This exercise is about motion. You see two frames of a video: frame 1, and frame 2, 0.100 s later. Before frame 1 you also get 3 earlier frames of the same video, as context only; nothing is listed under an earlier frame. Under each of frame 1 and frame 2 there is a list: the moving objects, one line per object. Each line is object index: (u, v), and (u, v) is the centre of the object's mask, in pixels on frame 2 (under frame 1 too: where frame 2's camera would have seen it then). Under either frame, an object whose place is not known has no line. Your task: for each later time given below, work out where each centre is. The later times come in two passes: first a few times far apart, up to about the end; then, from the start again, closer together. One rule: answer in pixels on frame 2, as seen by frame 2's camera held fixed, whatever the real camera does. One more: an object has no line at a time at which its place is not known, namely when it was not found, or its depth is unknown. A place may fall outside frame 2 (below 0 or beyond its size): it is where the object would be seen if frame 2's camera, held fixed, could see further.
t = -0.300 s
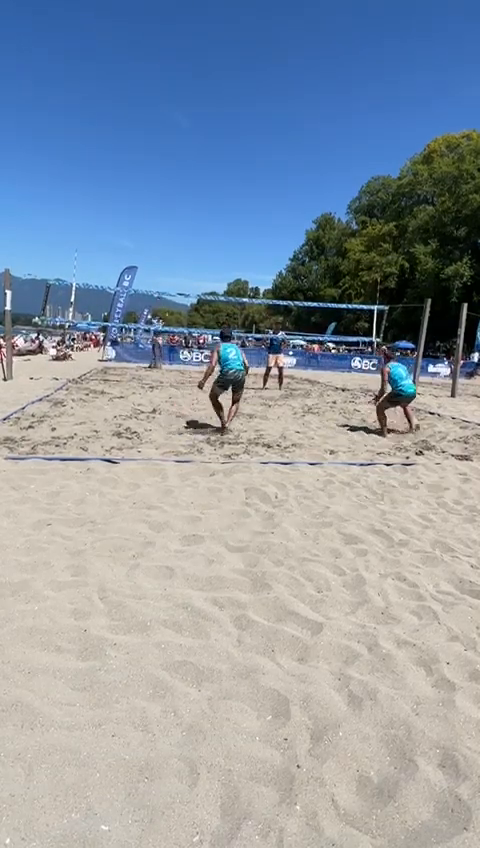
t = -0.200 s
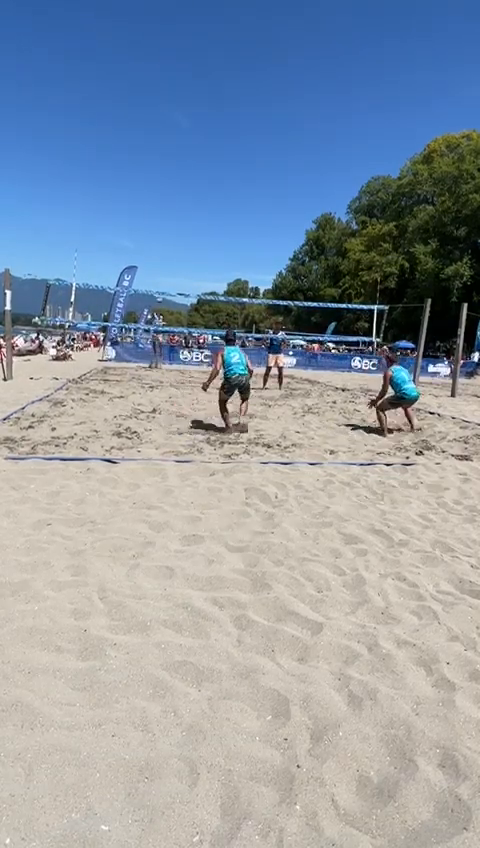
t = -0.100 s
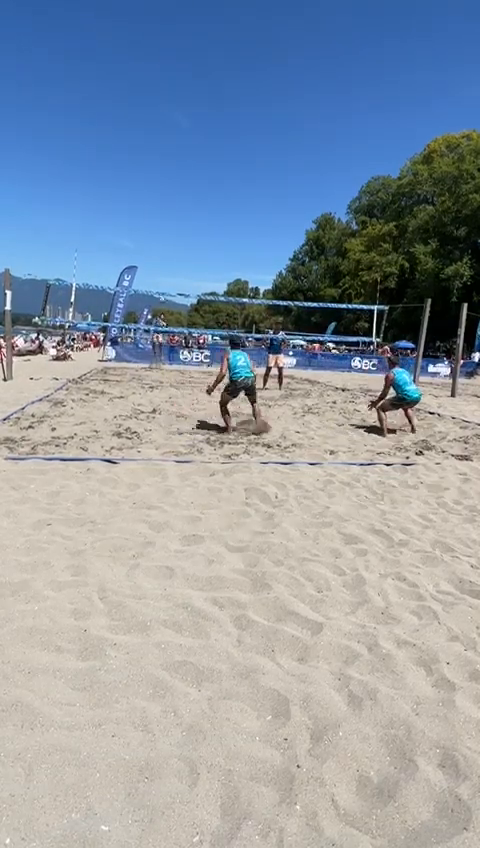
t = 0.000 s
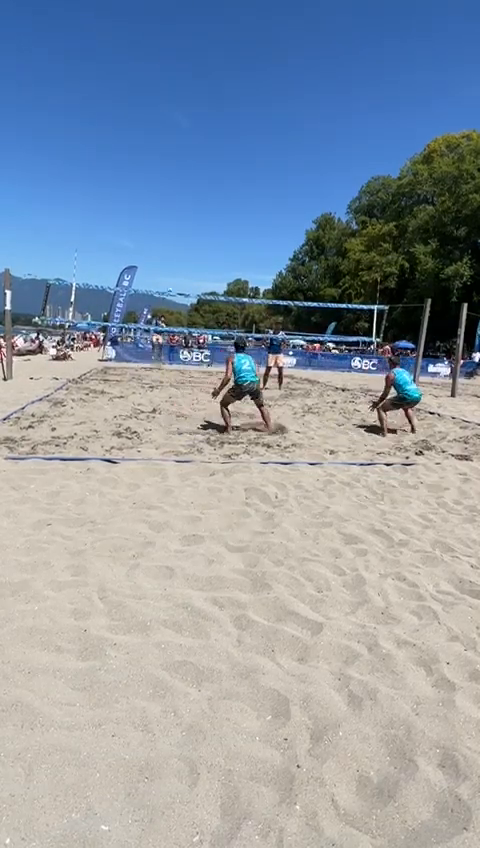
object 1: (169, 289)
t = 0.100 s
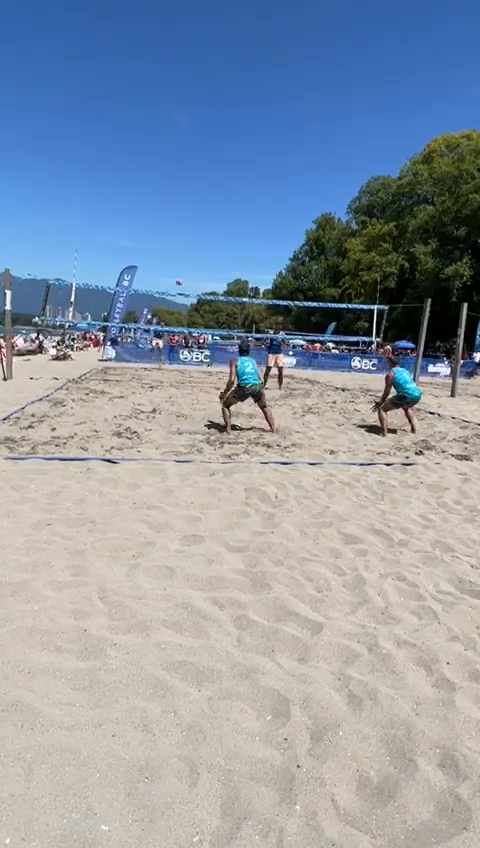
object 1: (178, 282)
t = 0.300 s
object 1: (202, 272)
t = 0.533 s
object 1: (241, 279)
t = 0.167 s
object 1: (186, 277)
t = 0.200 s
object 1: (189, 275)
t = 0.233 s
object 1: (193, 274)
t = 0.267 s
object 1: (198, 273)
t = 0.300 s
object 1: (202, 272)
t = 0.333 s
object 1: (207, 272)
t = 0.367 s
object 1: (211, 272)
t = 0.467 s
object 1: (227, 275)
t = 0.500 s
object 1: (234, 276)
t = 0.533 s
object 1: (241, 279)
